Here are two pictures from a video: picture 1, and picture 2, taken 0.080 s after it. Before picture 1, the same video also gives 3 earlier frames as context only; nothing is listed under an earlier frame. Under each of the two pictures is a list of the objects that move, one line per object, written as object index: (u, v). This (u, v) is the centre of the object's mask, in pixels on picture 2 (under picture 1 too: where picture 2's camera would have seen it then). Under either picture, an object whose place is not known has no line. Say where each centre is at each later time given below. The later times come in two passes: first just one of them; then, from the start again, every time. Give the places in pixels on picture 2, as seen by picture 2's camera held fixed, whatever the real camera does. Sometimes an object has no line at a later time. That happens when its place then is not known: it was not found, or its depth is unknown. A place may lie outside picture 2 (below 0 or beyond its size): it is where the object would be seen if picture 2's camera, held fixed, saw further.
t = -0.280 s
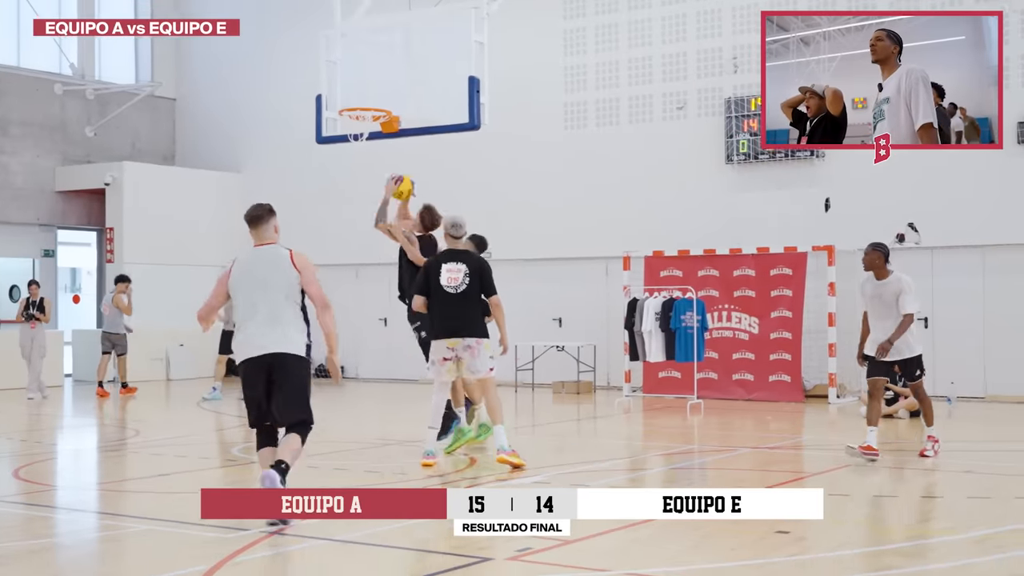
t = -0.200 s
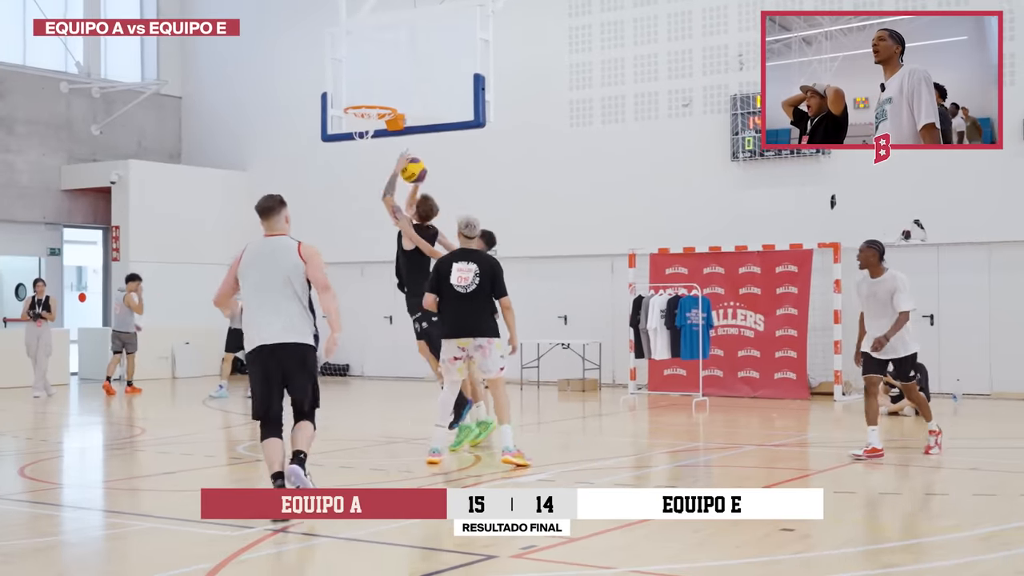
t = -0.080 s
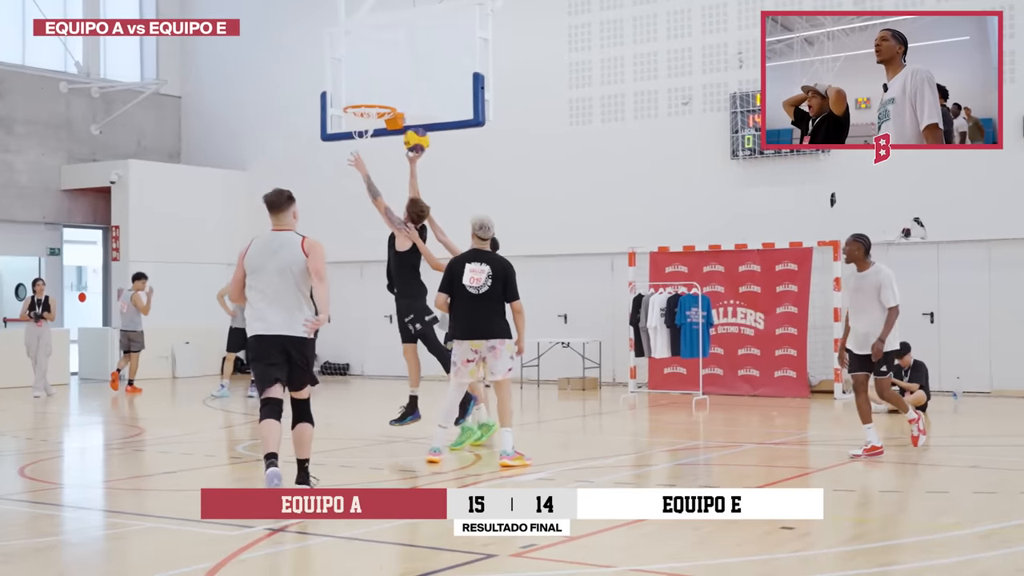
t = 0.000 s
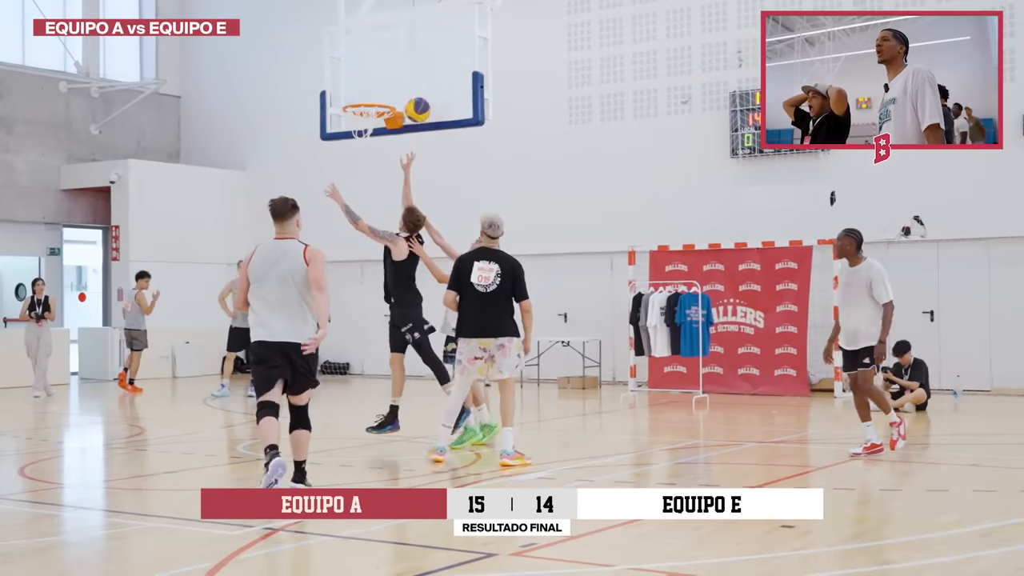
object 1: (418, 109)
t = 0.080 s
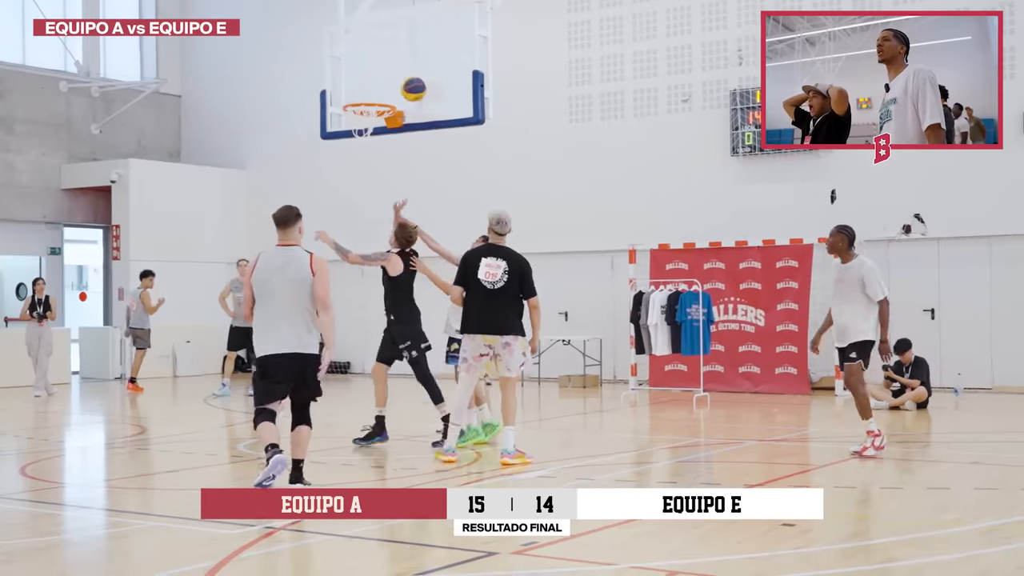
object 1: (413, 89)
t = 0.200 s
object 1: (392, 78)
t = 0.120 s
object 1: (406, 84)
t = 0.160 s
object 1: (399, 80)
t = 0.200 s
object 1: (392, 78)
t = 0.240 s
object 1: (385, 78)
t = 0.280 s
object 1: (378, 79)
